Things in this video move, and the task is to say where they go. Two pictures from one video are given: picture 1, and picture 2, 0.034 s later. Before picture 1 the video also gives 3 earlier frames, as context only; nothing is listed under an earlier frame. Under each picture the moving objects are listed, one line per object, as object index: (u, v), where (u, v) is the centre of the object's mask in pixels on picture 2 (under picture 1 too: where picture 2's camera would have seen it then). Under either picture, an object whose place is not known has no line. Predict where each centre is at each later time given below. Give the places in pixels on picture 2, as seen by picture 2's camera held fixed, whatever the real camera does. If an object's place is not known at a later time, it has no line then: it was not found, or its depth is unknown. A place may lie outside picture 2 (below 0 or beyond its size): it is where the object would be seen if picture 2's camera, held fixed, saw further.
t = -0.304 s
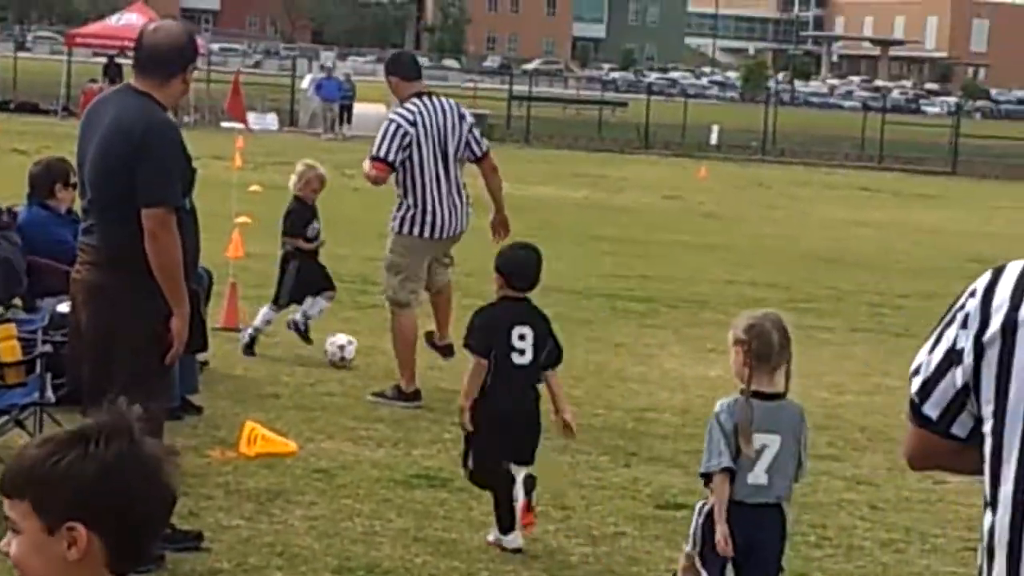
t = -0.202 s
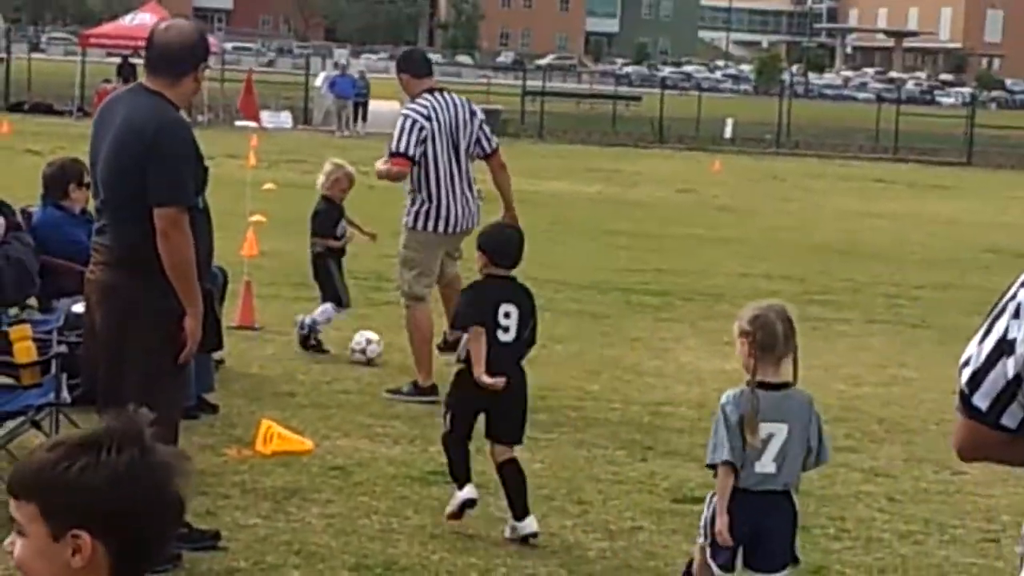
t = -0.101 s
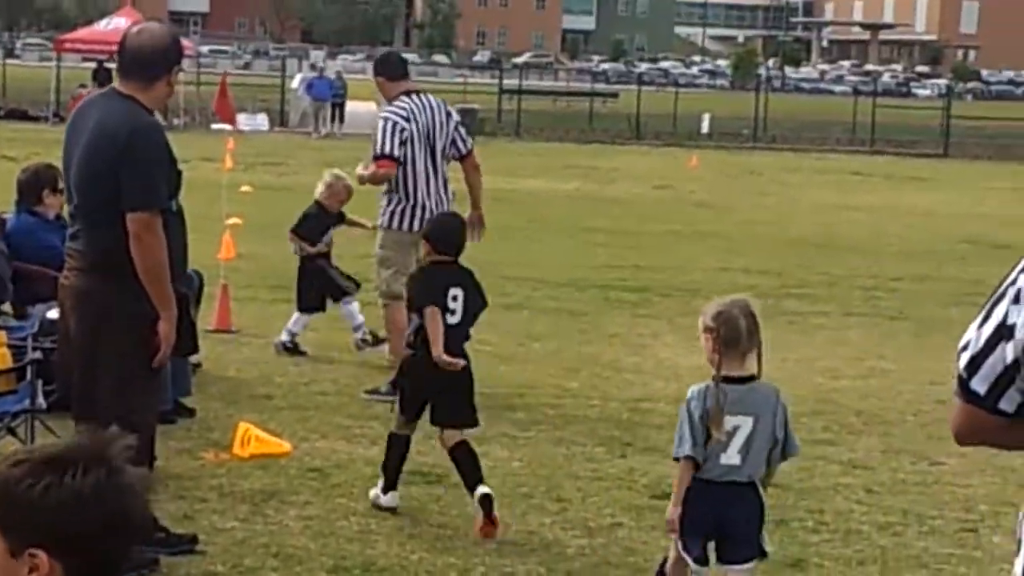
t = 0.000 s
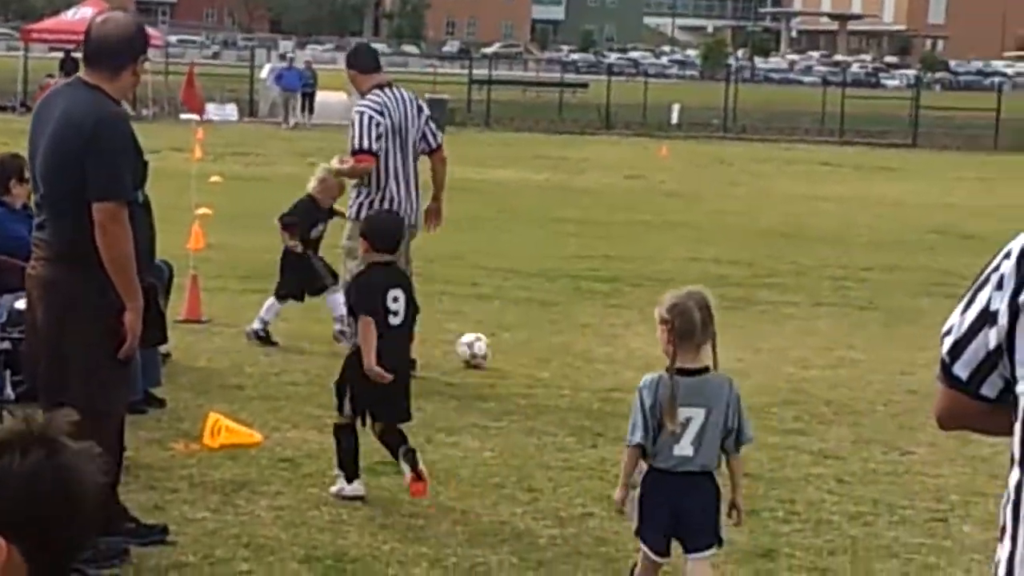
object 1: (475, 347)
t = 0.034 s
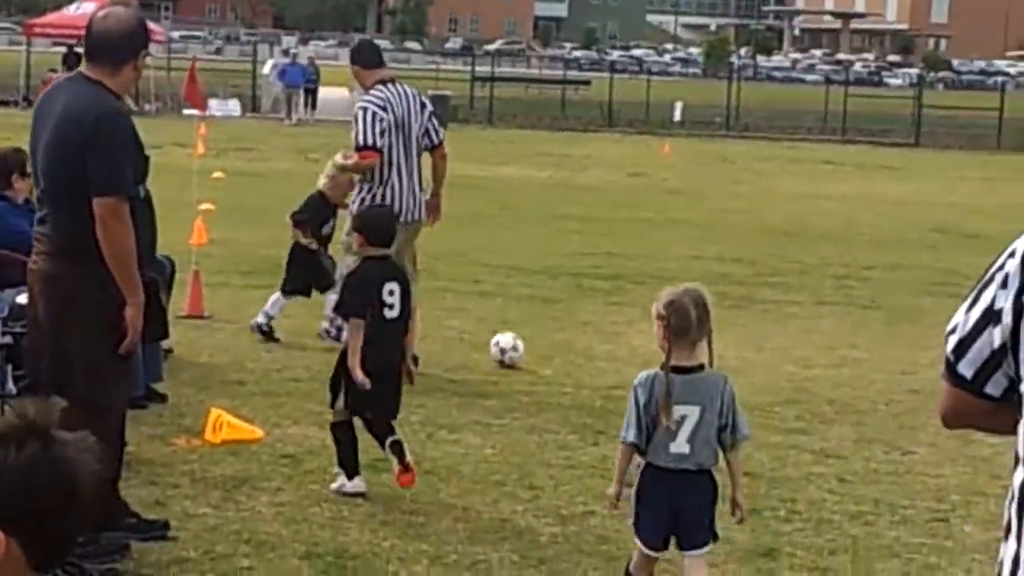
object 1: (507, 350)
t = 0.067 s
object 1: (538, 353)
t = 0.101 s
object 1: (565, 354)
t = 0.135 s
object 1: (593, 355)
